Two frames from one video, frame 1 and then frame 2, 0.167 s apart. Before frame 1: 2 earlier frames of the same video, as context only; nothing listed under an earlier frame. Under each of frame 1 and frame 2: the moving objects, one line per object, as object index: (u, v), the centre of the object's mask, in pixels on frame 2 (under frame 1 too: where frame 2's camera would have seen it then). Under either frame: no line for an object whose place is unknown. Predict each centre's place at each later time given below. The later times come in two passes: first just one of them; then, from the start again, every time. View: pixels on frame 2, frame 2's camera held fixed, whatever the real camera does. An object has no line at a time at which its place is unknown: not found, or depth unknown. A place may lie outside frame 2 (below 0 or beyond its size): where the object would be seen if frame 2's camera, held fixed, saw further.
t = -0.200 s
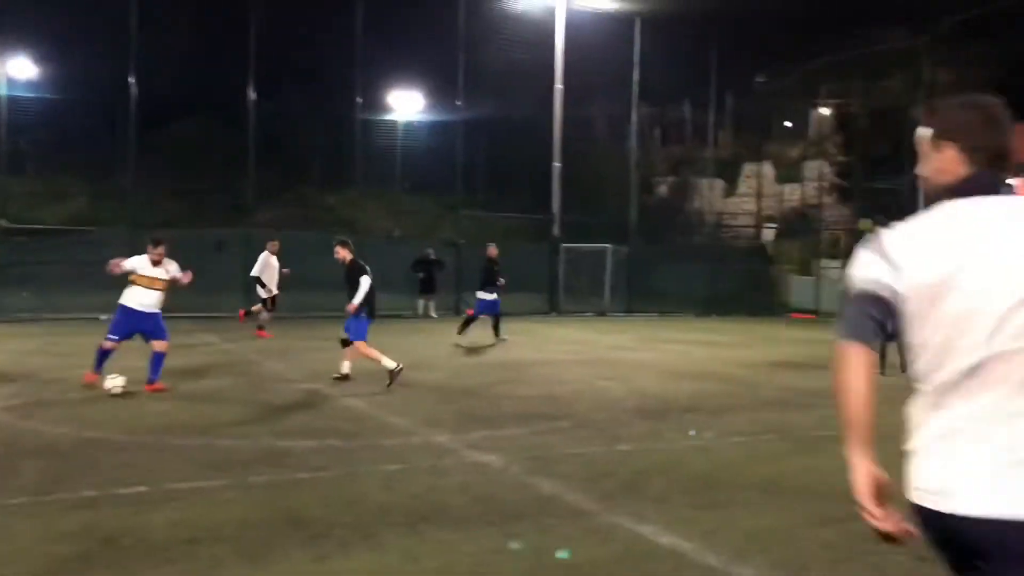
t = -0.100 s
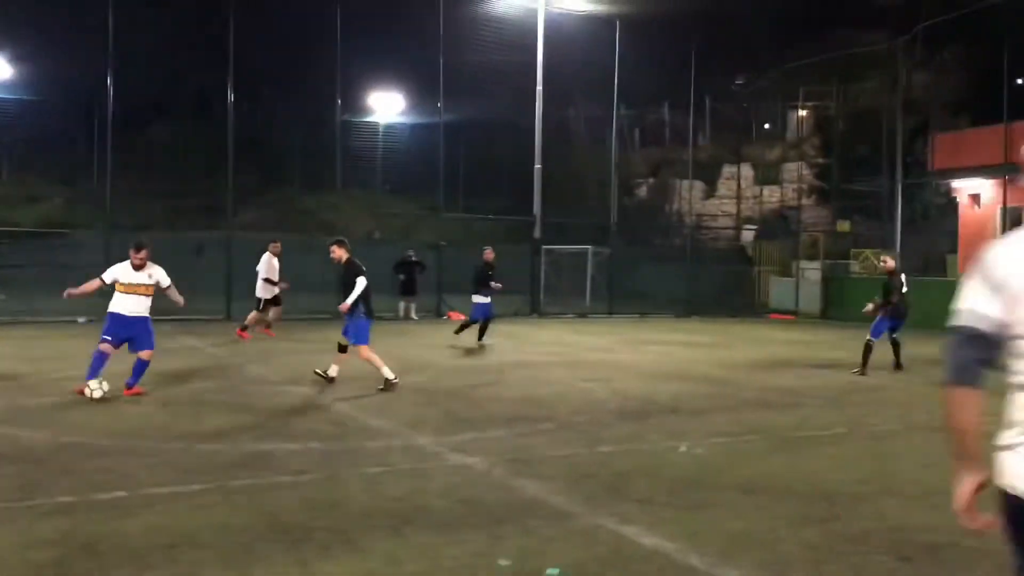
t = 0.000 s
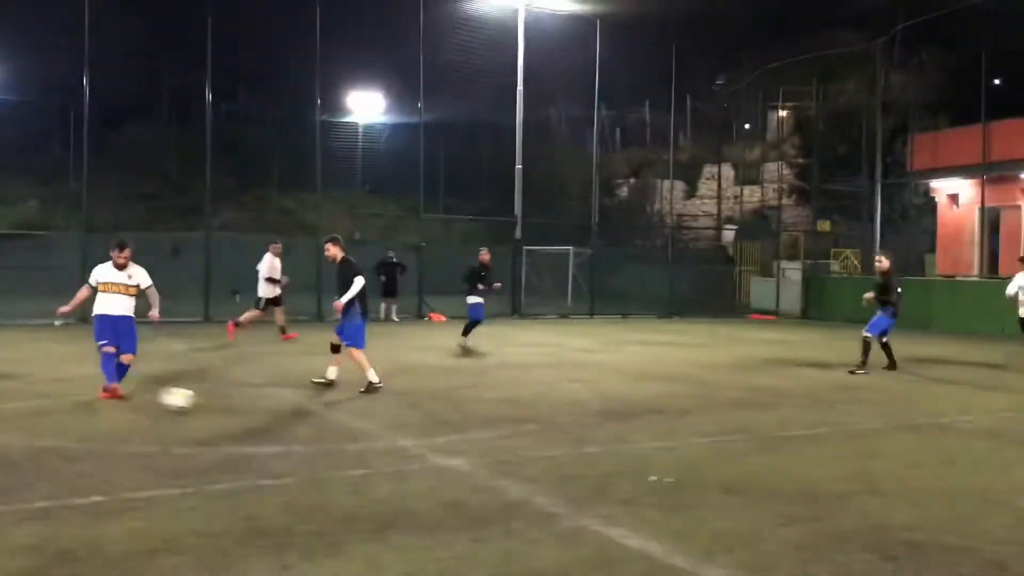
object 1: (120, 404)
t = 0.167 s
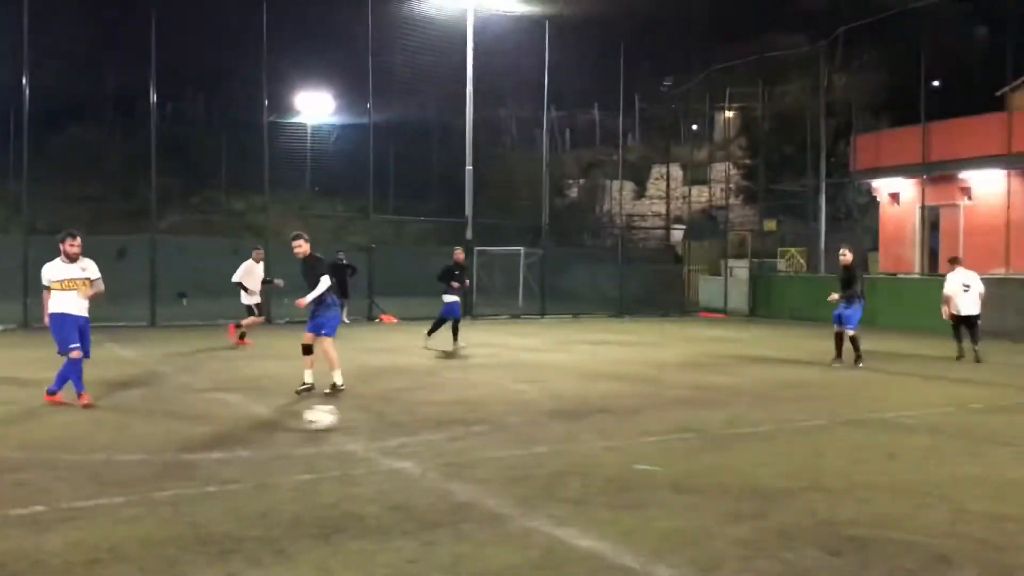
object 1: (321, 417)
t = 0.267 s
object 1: (441, 426)
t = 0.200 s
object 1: (360, 419)
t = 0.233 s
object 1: (400, 420)
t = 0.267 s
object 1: (441, 426)
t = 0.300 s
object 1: (481, 428)
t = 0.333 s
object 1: (521, 430)
